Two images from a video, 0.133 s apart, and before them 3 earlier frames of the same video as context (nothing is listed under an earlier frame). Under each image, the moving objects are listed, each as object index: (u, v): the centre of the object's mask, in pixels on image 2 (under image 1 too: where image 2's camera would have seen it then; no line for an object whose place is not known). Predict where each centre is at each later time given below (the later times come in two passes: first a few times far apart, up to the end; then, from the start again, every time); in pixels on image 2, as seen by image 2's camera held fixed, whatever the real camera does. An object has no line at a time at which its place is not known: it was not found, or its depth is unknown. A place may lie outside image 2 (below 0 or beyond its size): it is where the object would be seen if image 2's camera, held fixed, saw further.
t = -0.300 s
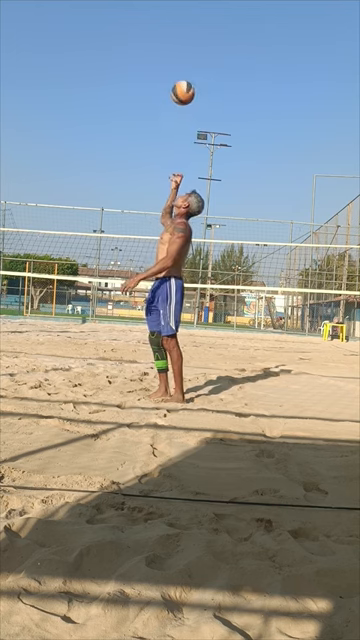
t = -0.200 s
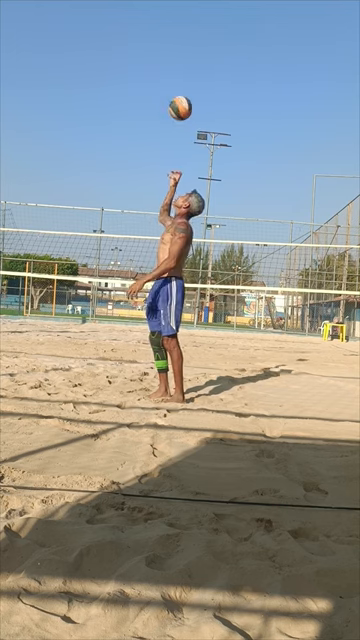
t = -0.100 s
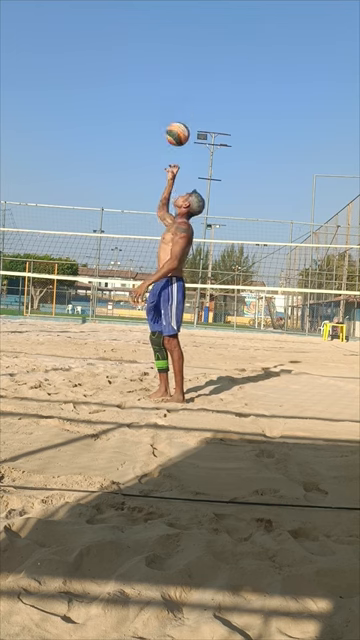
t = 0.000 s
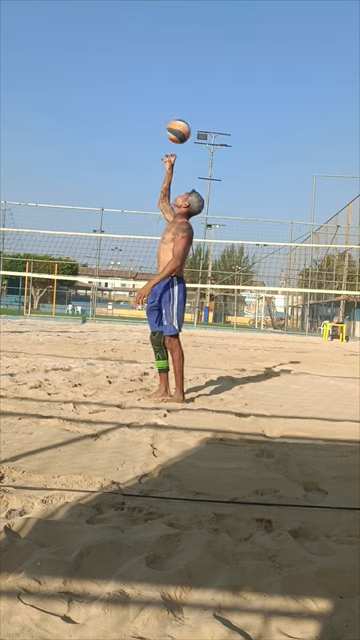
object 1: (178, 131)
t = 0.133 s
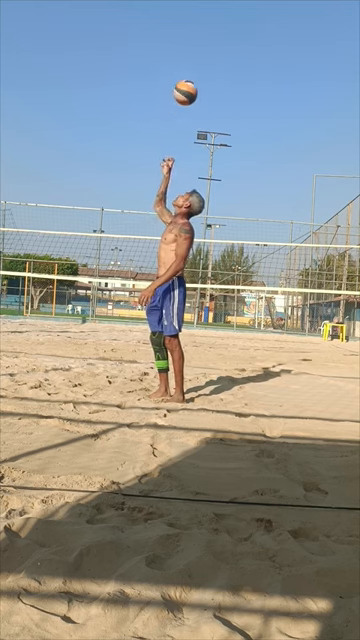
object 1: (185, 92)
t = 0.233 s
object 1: (190, 75)
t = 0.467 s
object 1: (199, 77)
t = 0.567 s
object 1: (203, 97)
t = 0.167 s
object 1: (187, 85)
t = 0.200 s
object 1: (188, 80)
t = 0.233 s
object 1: (190, 75)
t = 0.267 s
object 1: (192, 72)
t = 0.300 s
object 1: (193, 69)
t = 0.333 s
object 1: (194, 68)
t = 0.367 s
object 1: (196, 69)
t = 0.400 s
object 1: (197, 70)
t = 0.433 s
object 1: (198, 73)
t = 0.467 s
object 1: (199, 77)
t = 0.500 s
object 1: (200, 82)
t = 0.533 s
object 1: (201, 89)
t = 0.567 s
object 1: (203, 97)
